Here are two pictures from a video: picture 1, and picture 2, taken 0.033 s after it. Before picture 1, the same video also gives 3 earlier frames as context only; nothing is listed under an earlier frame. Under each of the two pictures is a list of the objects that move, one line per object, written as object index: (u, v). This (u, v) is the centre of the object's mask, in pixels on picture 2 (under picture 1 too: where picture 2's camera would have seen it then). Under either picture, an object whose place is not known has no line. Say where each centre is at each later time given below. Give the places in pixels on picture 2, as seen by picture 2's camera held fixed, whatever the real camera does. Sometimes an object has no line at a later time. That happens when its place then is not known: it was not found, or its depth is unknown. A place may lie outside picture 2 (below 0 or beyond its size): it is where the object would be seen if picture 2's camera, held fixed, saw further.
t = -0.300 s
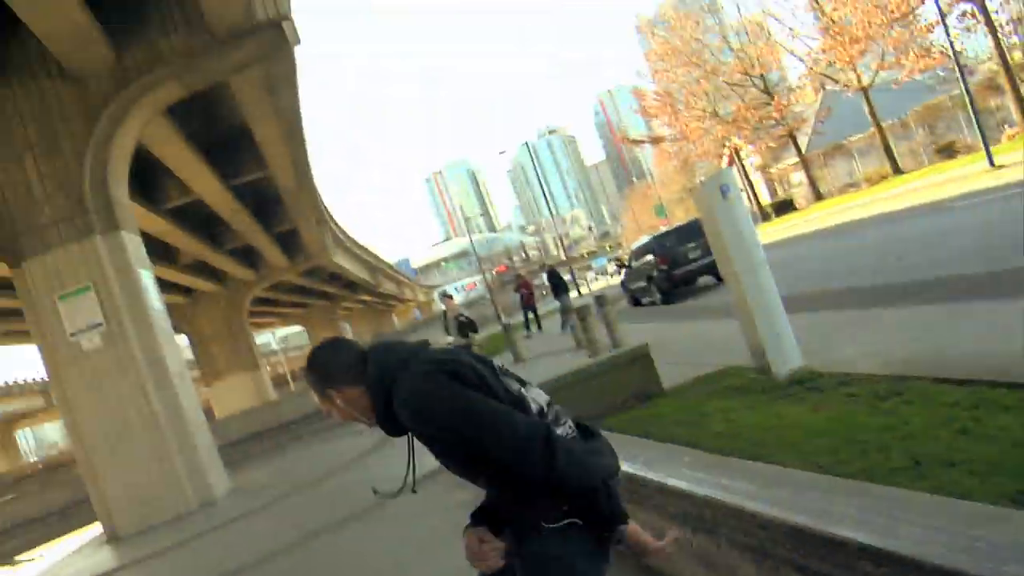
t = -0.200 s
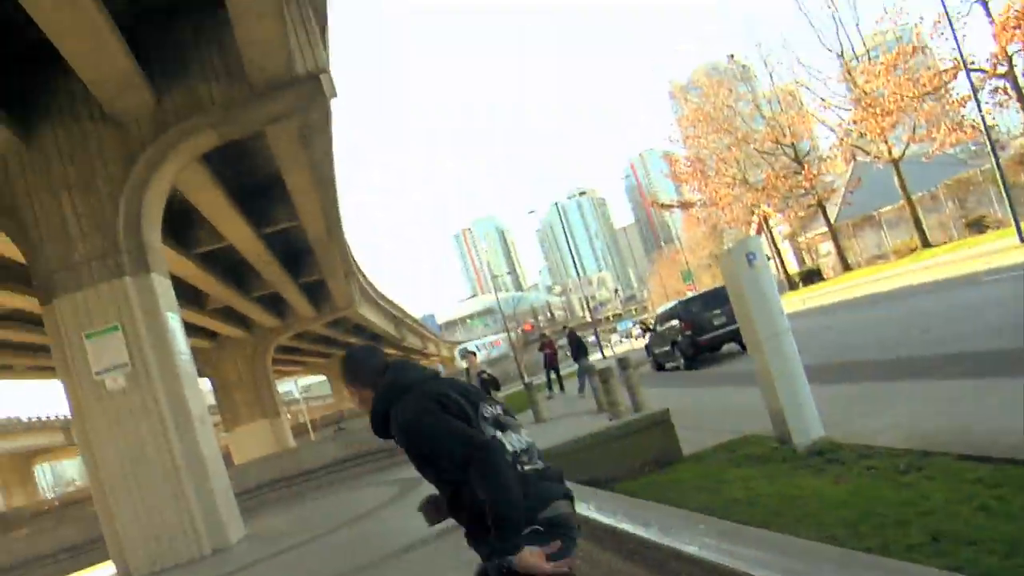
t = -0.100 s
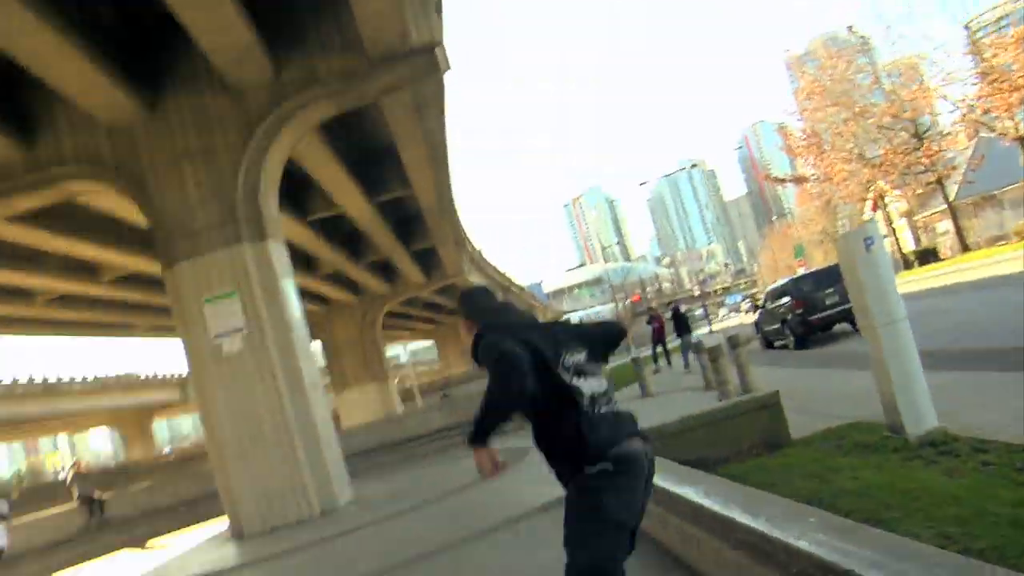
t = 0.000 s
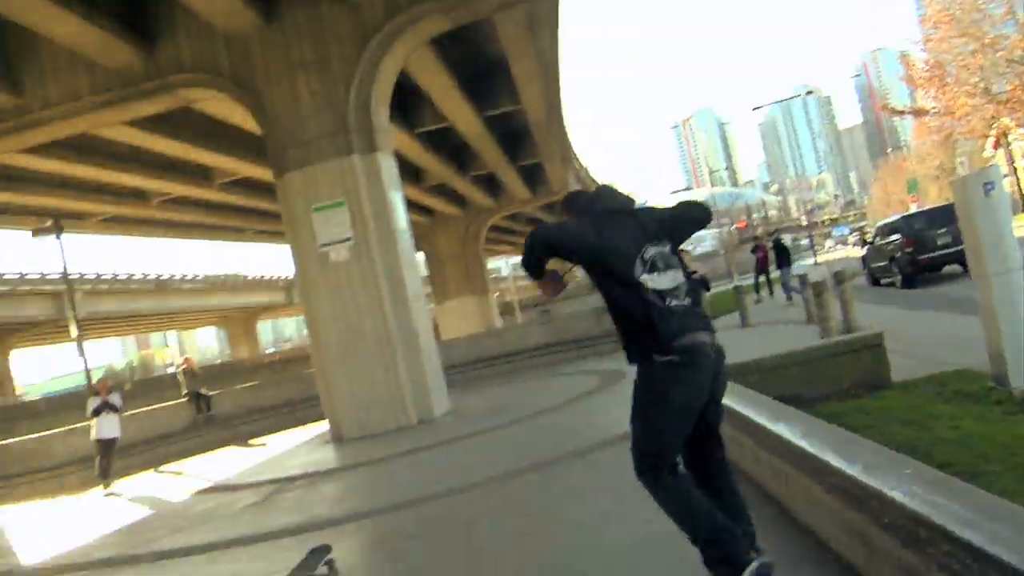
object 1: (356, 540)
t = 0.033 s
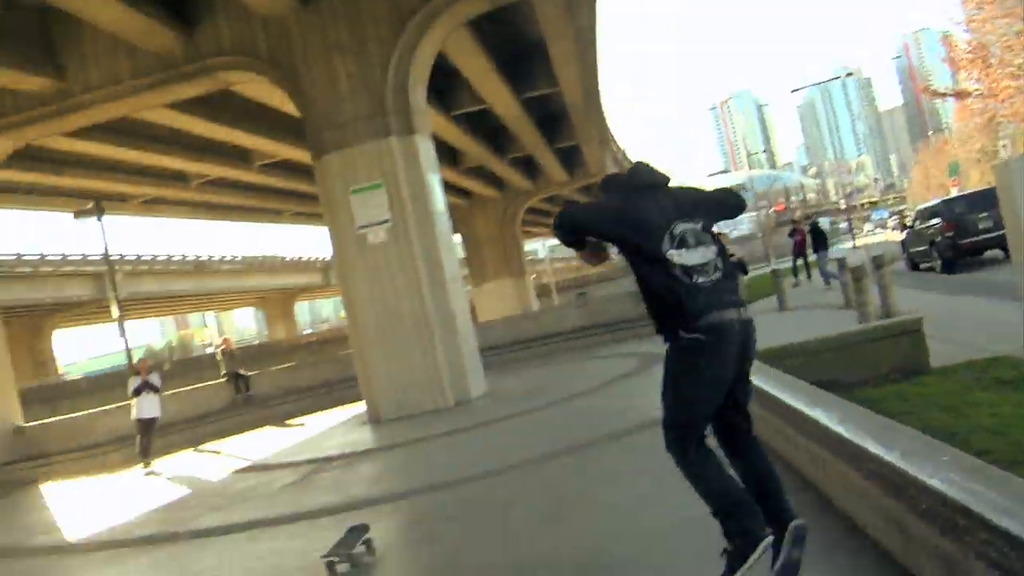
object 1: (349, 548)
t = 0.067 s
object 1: (347, 551)
